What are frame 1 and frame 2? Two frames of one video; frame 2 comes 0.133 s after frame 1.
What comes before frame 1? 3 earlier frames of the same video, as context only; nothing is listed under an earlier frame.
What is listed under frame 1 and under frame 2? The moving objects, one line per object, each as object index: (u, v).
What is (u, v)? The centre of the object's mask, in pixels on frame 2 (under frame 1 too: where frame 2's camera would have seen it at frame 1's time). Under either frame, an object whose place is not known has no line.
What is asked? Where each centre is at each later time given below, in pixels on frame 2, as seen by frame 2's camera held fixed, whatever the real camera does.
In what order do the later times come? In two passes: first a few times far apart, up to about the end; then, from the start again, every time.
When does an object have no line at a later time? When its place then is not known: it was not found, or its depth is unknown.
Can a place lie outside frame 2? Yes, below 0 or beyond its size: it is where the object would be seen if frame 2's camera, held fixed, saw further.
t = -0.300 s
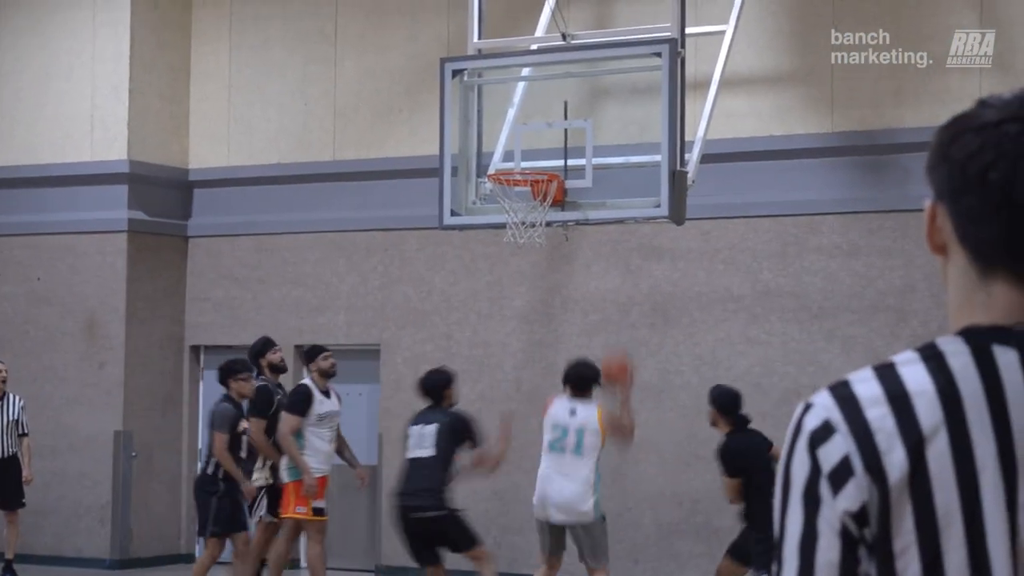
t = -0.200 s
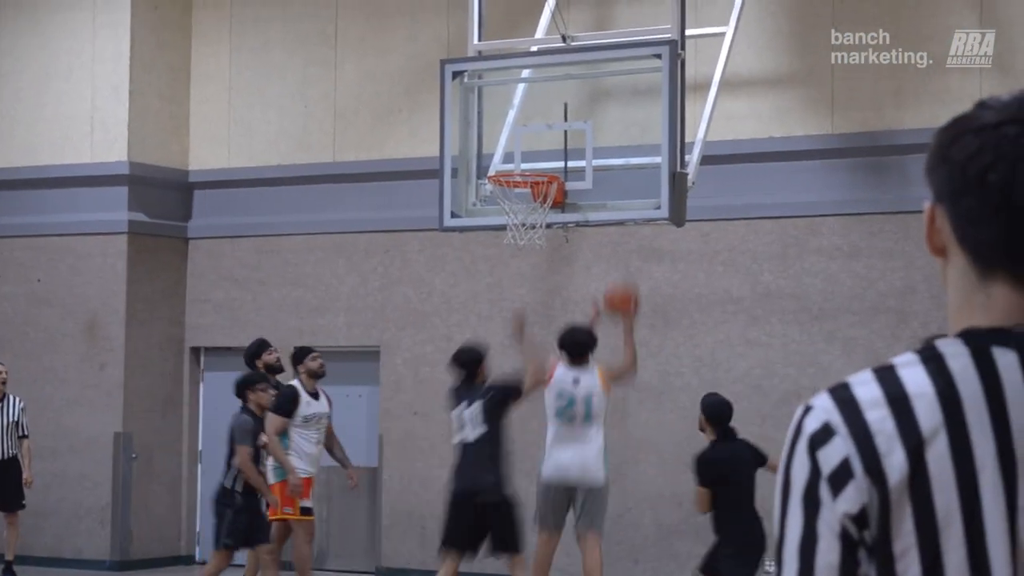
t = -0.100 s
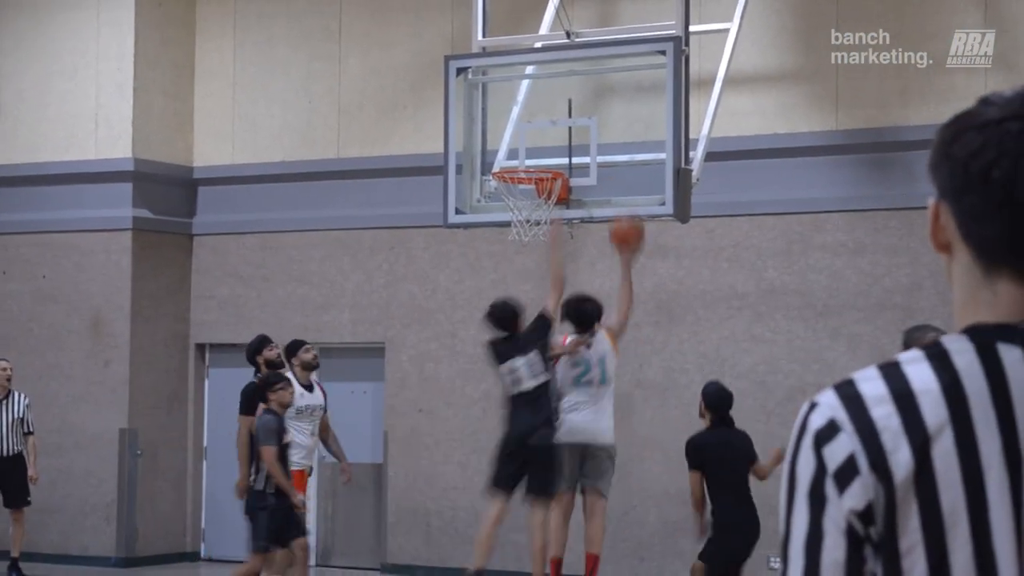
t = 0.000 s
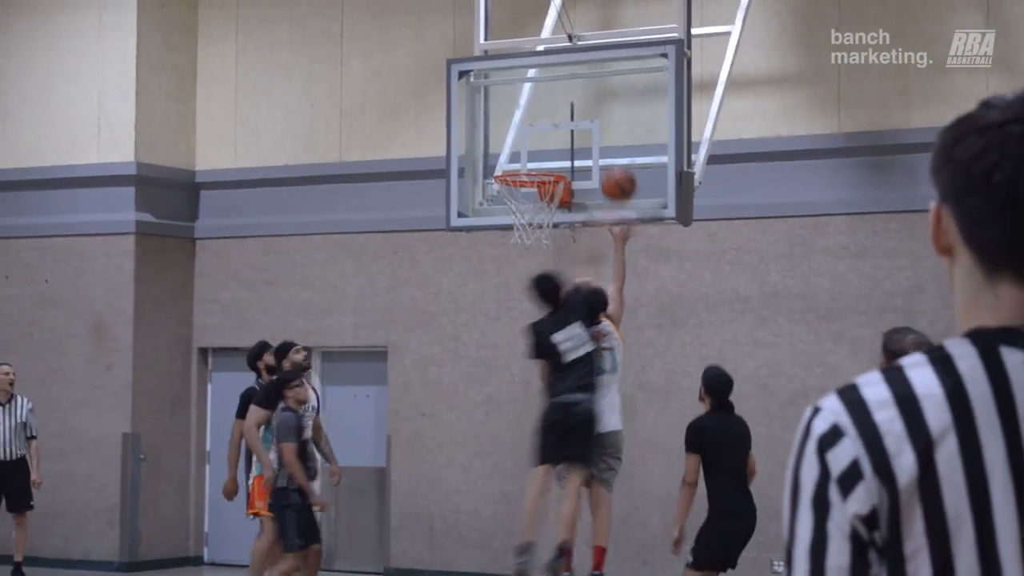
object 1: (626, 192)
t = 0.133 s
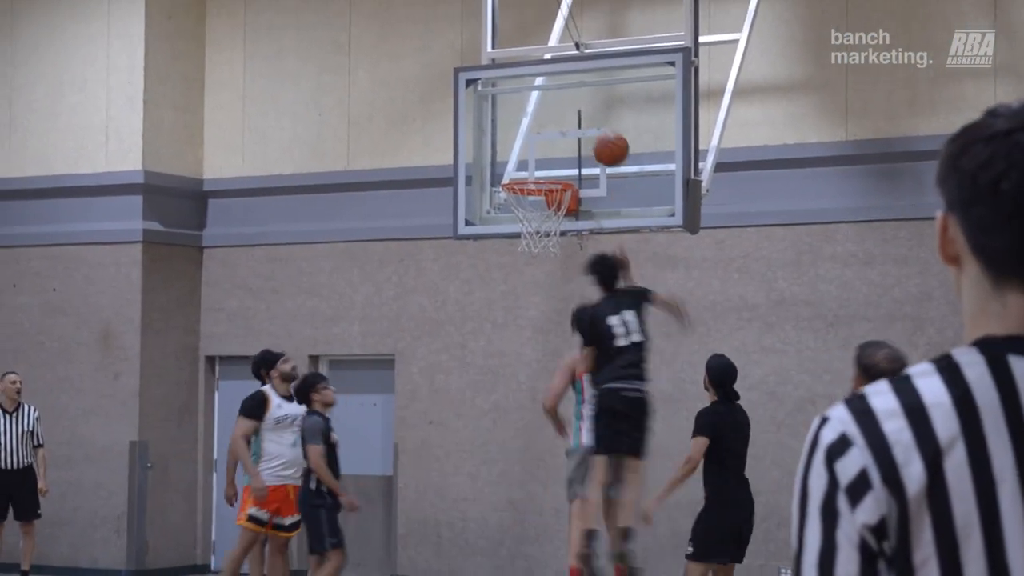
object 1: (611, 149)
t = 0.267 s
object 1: (588, 137)
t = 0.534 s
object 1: (526, 199)
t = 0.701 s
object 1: (516, 245)
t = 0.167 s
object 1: (607, 143)
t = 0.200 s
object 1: (602, 139)
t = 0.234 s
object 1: (594, 138)
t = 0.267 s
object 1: (588, 137)
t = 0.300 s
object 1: (580, 139)
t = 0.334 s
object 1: (573, 142)
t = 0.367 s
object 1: (565, 147)
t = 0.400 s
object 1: (558, 153)
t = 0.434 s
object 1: (551, 160)
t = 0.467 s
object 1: (544, 168)
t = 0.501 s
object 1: (536, 173)
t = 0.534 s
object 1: (526, 199)
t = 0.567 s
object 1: (522, 206)
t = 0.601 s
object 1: (519, 220)
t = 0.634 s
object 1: (517, 226)
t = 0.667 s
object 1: (517, 238)
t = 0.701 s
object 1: (516, 245)
